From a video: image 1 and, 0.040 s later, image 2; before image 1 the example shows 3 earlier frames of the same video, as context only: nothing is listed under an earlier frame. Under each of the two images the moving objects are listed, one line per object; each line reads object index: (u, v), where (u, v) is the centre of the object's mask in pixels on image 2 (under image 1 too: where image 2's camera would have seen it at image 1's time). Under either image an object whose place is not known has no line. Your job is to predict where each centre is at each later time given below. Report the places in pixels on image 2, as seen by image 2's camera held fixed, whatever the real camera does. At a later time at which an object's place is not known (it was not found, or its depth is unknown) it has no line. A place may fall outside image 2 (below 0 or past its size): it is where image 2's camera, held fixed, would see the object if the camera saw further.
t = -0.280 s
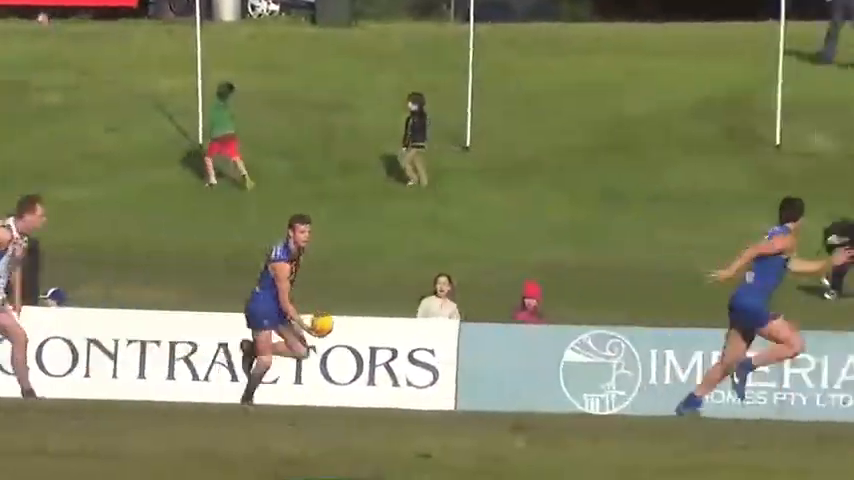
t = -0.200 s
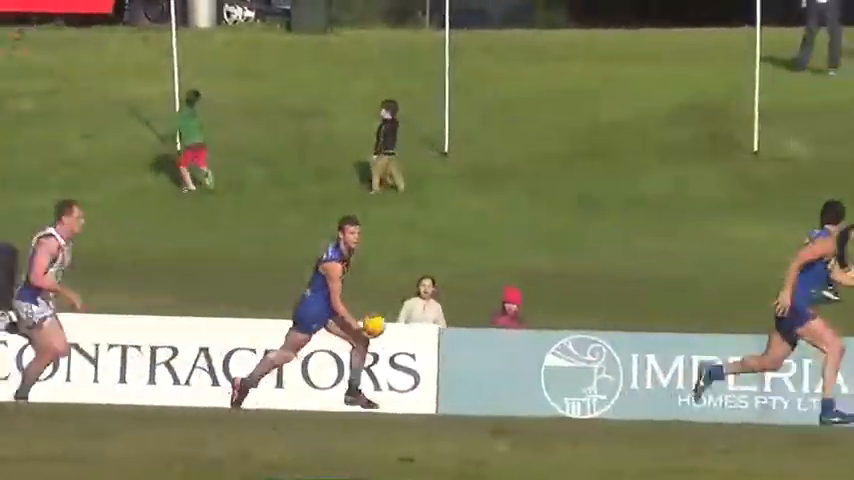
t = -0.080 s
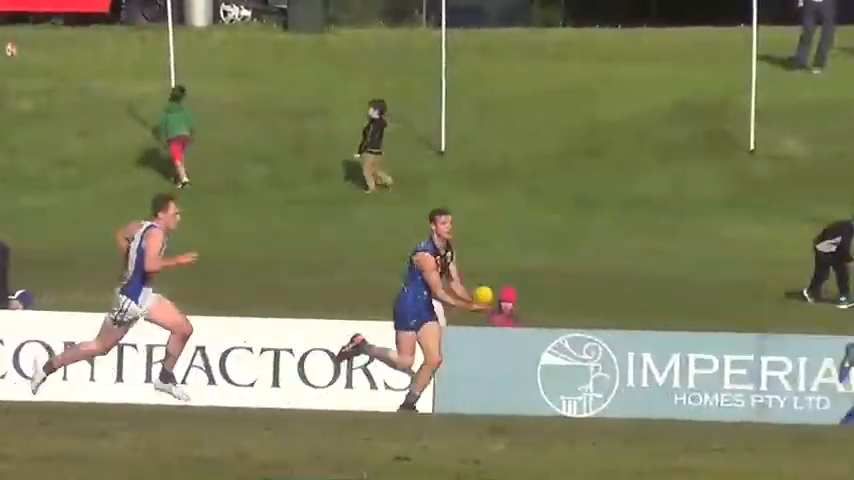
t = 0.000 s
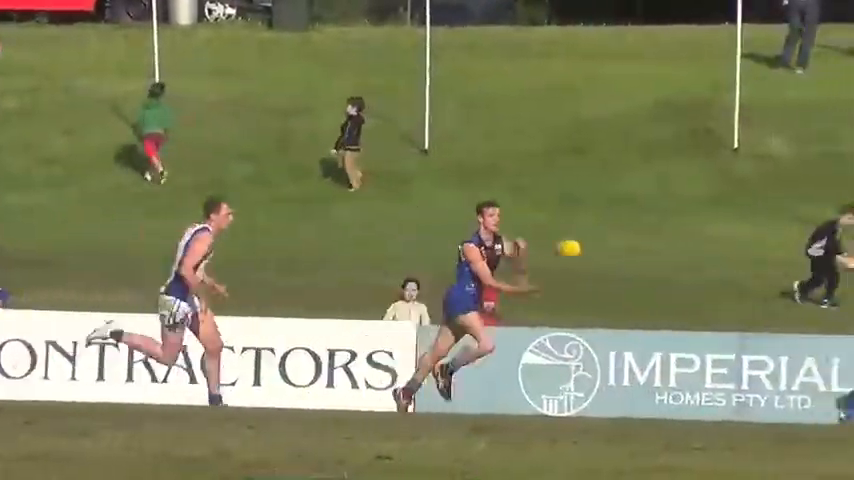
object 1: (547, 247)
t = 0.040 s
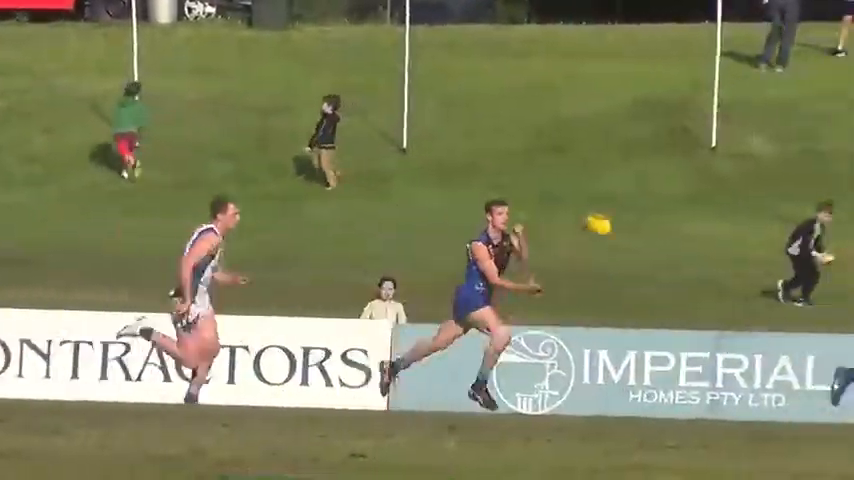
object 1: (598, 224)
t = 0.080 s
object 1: (648, 205)
